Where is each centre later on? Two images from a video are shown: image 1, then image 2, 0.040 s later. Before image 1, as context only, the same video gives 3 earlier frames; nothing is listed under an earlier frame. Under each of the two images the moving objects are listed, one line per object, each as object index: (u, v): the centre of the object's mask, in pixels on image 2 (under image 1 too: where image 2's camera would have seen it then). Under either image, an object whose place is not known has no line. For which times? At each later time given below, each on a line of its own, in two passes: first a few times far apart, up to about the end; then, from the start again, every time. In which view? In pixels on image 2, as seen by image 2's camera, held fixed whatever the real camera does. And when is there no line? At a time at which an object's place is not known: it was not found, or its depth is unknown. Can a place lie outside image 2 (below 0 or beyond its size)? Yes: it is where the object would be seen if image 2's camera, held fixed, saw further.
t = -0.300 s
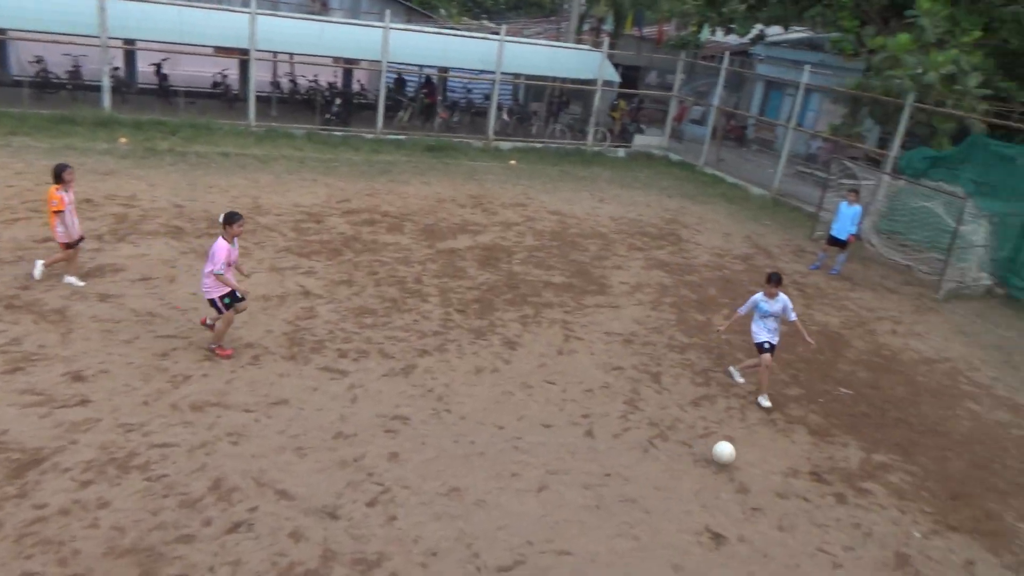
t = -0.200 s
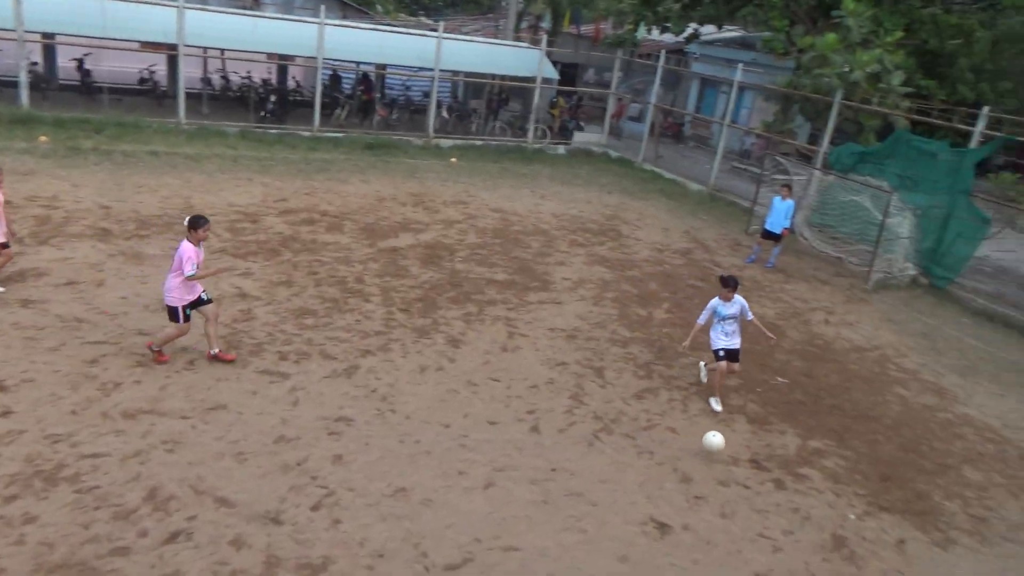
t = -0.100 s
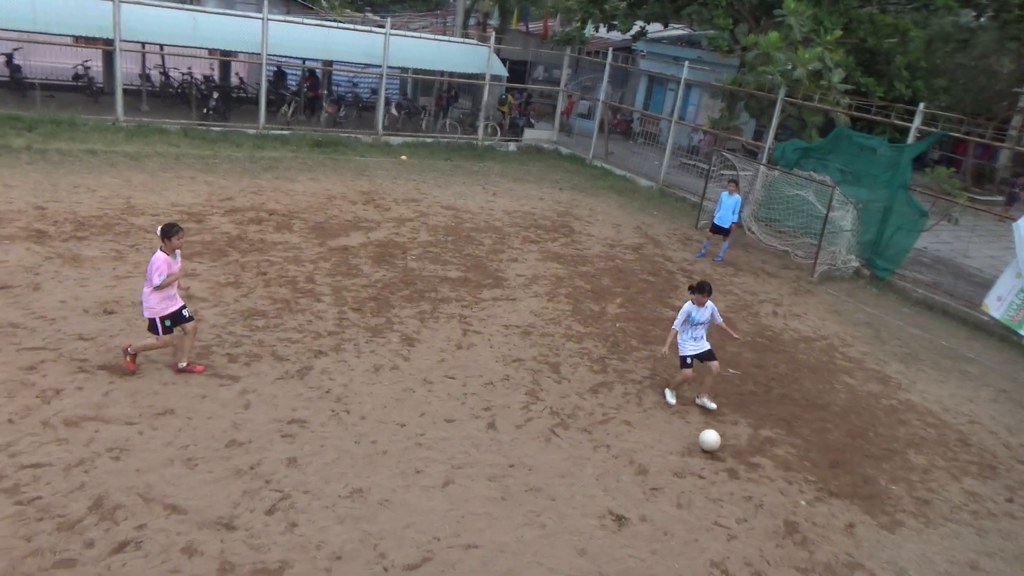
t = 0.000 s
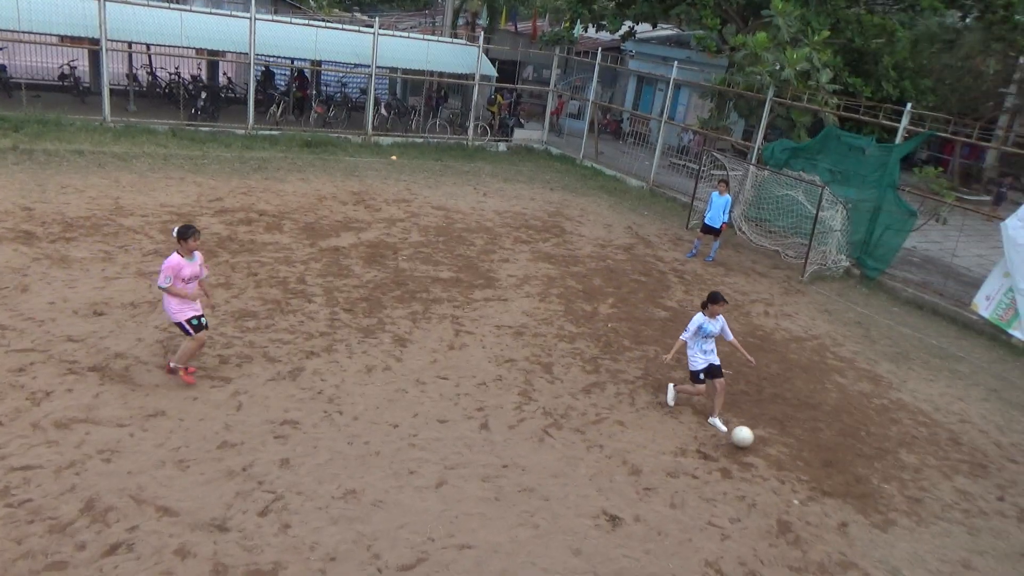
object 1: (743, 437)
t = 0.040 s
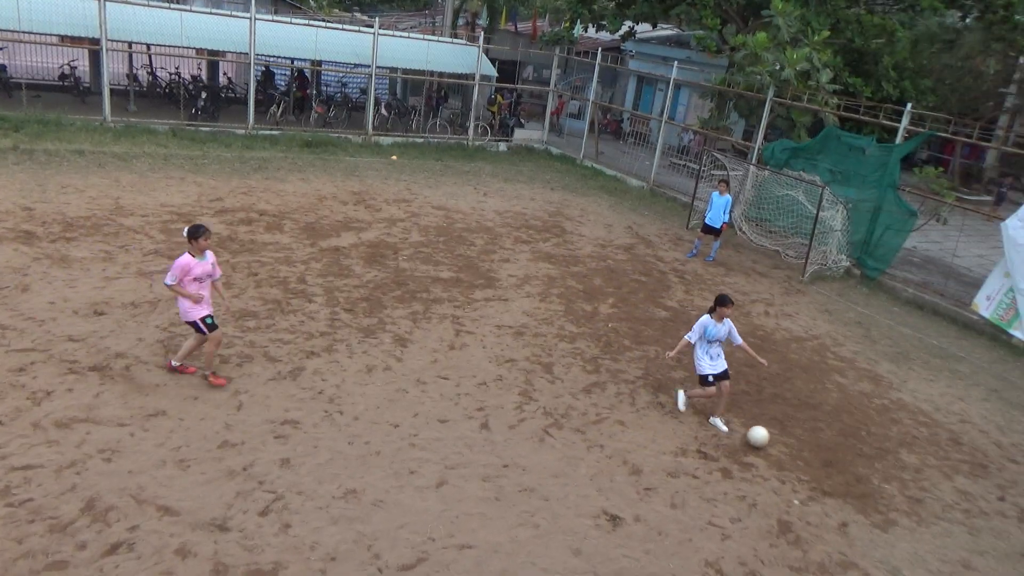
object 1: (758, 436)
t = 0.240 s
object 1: (829, 423)
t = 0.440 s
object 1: (886, 428)
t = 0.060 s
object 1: (765, 437)
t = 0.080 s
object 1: (772, 438)
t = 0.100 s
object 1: (779, 438)
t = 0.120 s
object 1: (786, 437)
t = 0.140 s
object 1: (794, 434)
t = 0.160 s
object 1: (801, 430)
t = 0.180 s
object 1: (808, 428)
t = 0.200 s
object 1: (815, 426)
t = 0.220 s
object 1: (822, 425)
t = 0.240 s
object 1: (829, 423)
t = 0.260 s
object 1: (835, 422)
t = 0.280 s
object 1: (841, 421)
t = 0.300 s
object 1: (847, 421)
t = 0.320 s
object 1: (853, 421)
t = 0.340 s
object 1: (859, 421)
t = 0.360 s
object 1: (865, 422)
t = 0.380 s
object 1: (870, 424)
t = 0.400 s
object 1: (875, 425)
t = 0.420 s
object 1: (880, 426)
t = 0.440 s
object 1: (886, 428)
